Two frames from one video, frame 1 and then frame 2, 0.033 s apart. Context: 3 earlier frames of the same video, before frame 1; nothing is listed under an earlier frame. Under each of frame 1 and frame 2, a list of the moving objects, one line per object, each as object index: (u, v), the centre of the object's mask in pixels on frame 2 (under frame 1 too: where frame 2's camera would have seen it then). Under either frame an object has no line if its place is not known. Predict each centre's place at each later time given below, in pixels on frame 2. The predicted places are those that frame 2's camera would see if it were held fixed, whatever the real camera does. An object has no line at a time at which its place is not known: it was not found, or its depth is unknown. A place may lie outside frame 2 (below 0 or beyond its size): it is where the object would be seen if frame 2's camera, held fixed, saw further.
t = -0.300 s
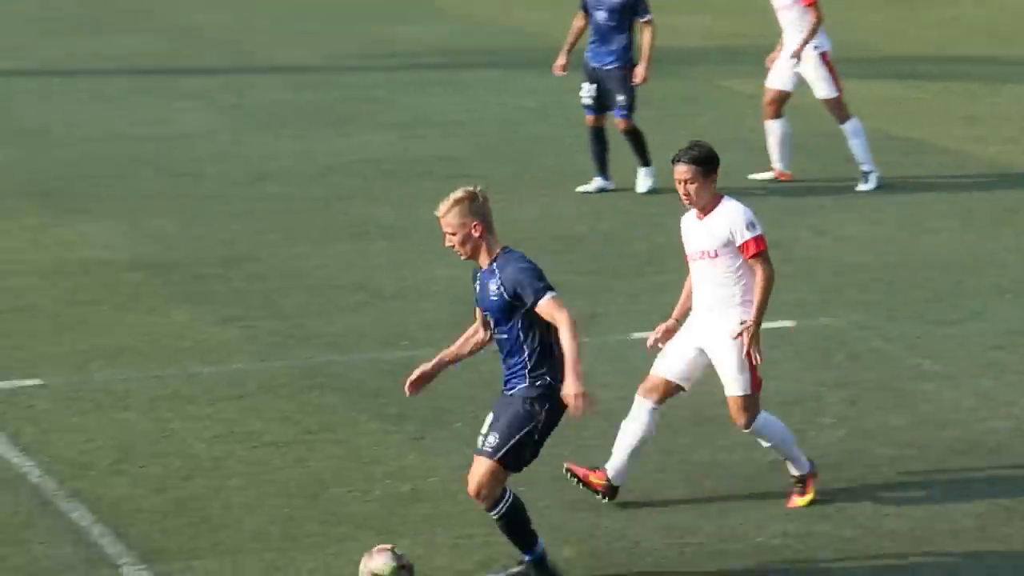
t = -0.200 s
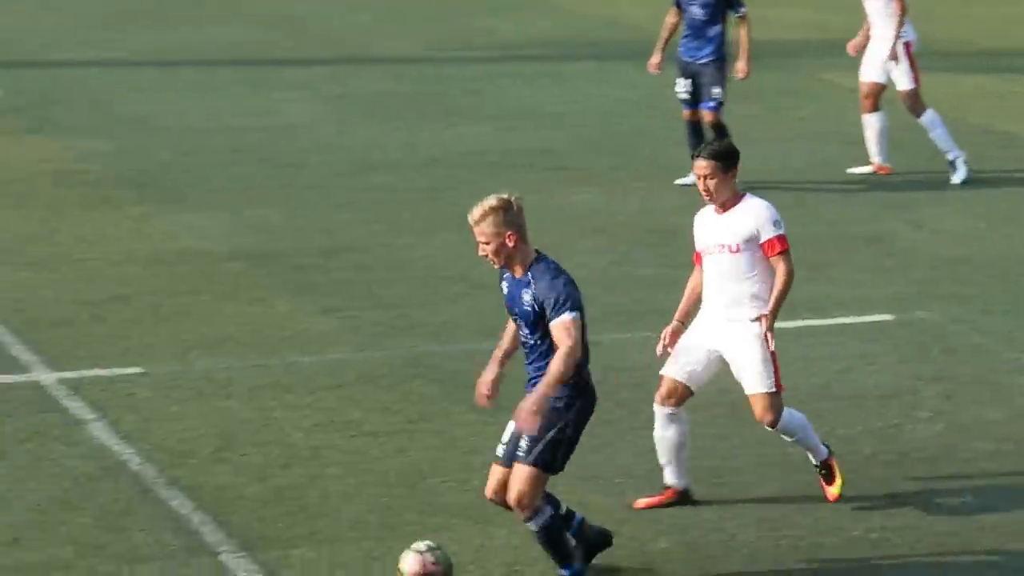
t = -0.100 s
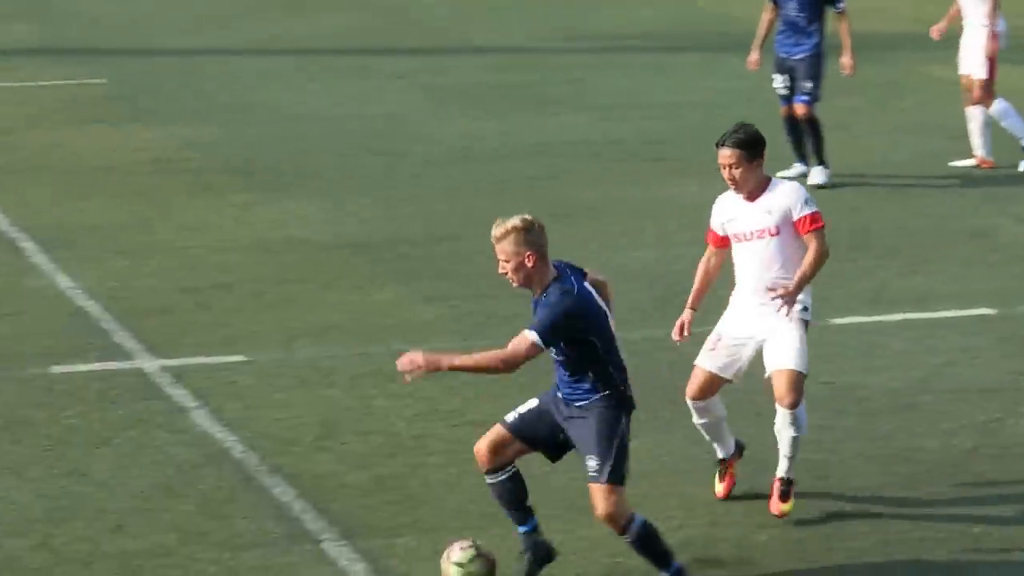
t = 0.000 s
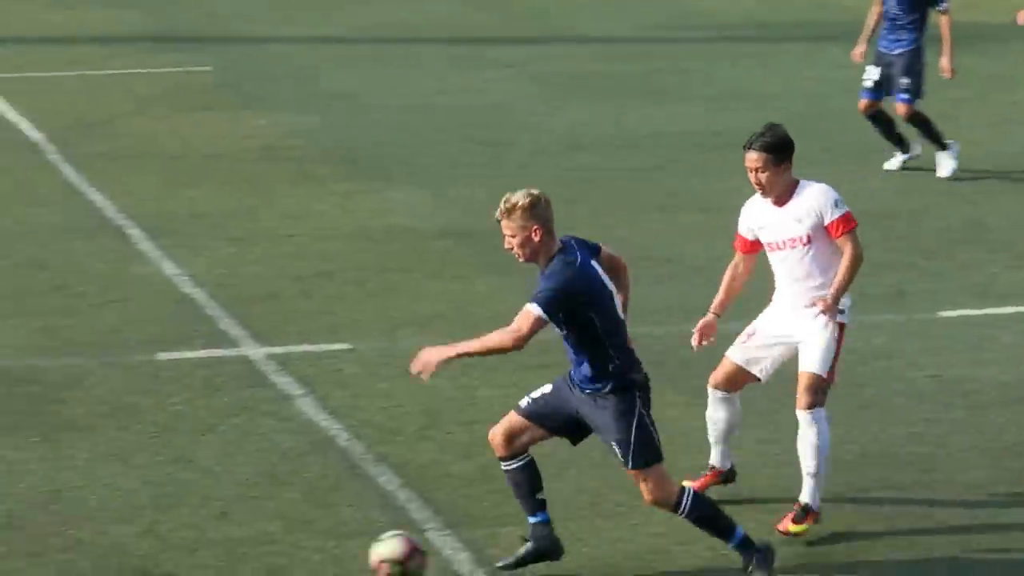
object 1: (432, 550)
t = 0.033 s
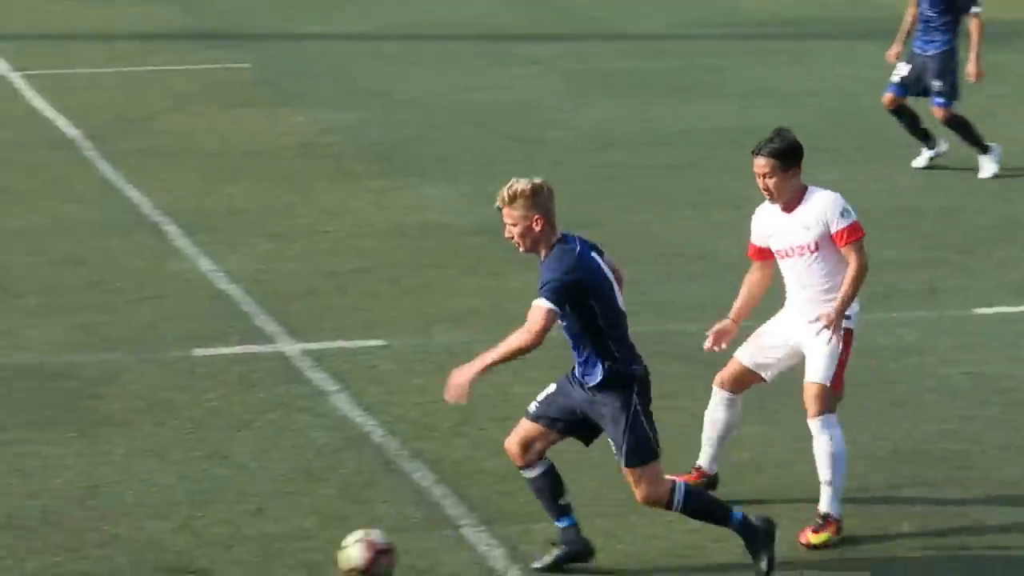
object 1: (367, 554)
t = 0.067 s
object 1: (300, 559)
